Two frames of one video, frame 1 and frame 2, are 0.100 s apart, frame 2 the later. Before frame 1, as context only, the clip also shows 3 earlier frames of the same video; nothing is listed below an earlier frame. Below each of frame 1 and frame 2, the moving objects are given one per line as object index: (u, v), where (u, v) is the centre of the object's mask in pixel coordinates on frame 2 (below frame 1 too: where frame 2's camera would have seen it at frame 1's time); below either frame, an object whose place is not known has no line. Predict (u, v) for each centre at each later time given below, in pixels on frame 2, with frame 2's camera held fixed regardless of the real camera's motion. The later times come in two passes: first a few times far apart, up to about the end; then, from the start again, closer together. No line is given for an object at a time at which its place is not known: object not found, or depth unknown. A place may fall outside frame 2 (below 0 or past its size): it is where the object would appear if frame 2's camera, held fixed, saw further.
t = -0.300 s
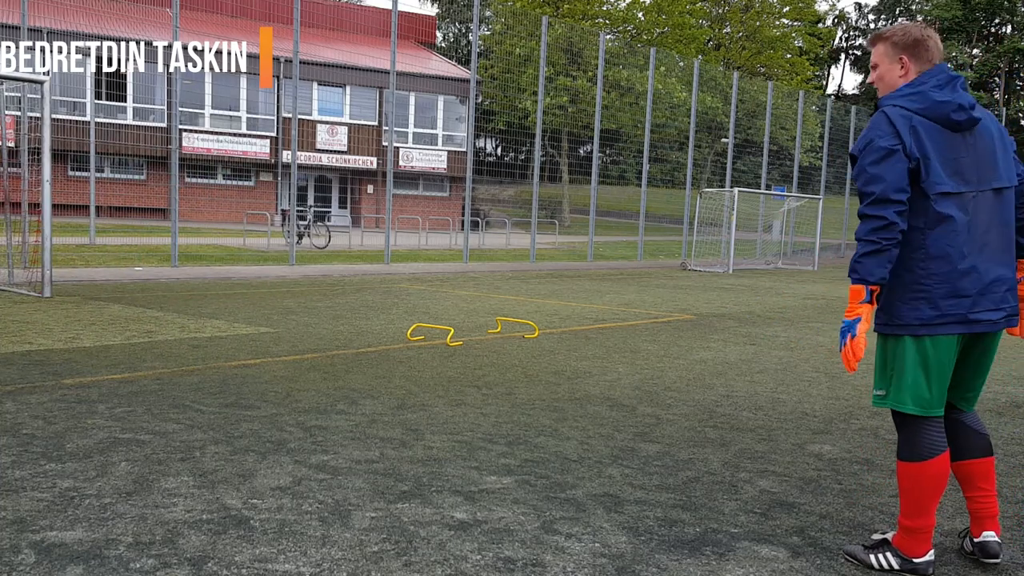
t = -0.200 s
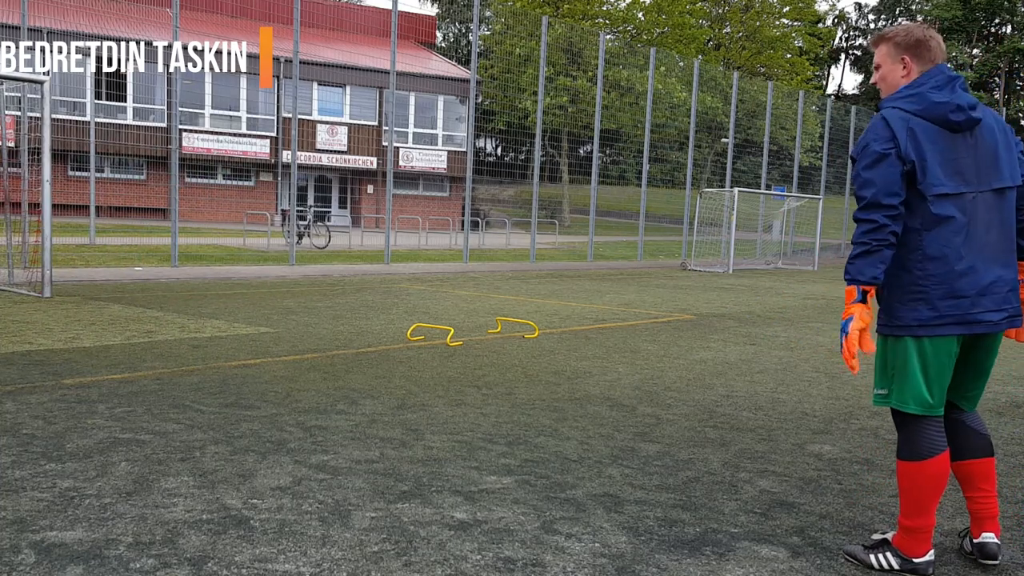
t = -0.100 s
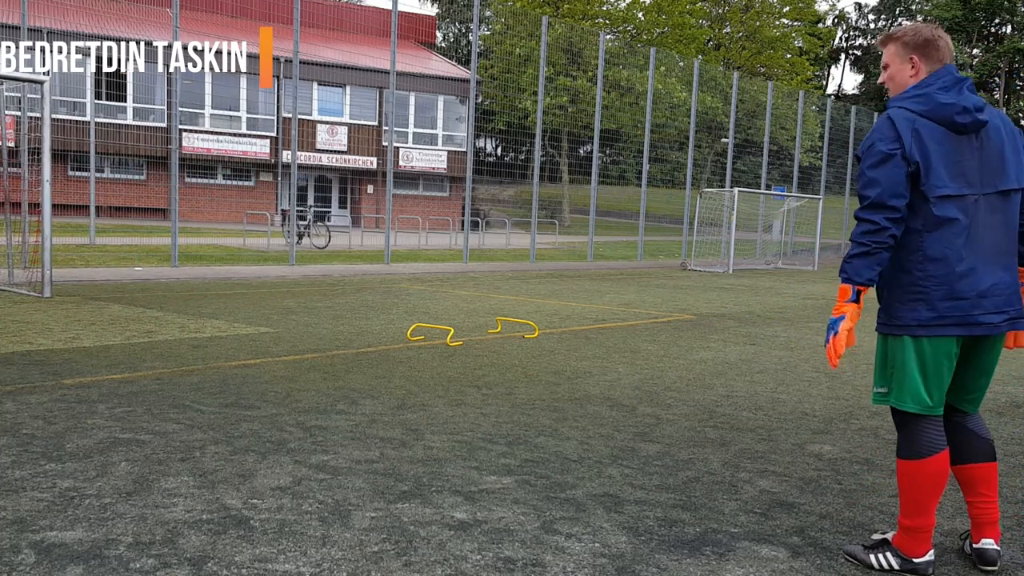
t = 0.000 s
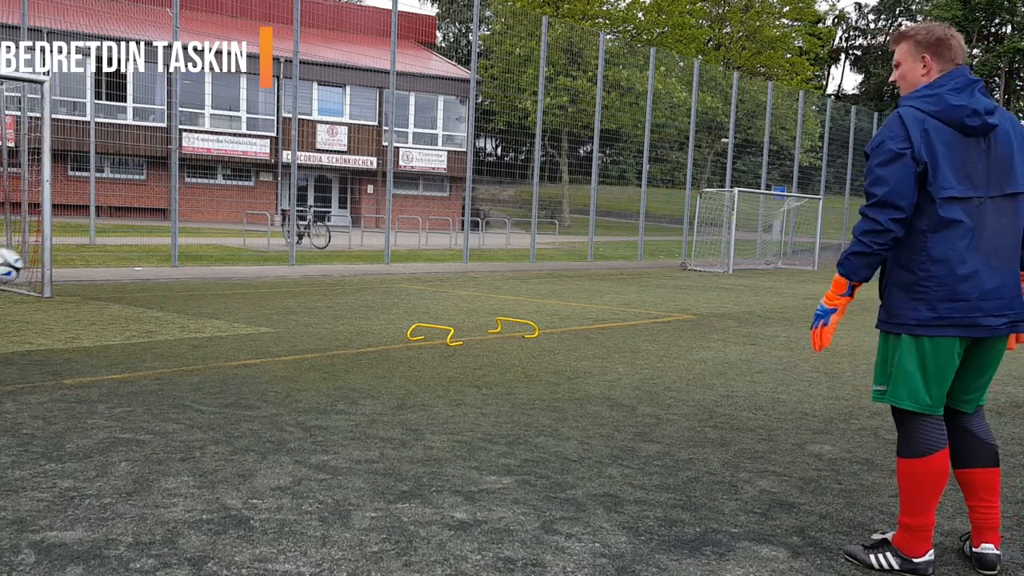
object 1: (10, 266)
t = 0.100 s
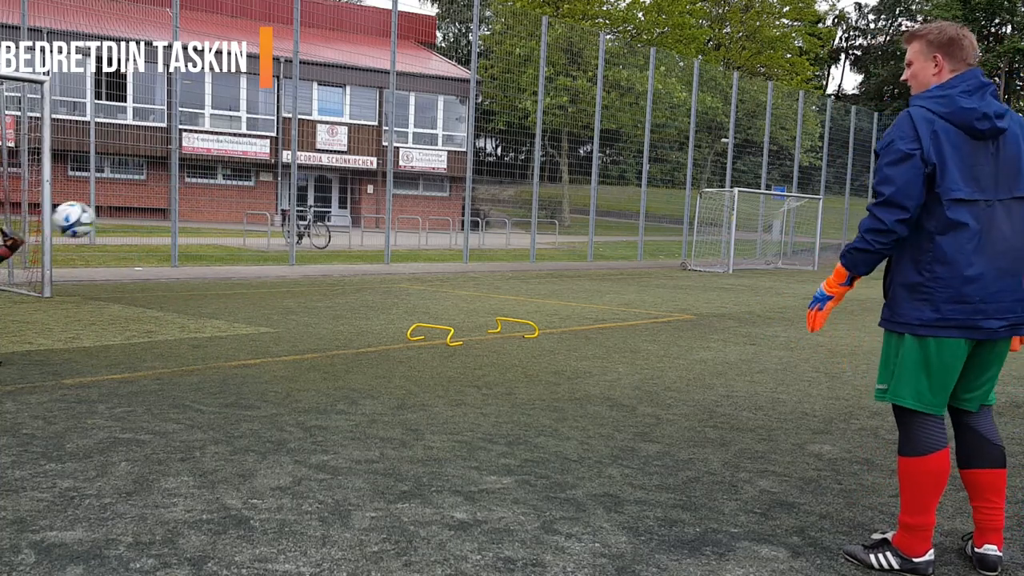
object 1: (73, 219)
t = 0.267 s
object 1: (202, 175)
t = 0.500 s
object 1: (395, 193)
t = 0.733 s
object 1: (603, 320)
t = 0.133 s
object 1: (98, 206)
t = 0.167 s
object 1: (124, 196)
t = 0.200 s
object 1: (150, 188)
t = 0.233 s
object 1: (175, 180)
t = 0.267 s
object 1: (202, 175)
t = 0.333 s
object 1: (256, 170)
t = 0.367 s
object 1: (283, 171)
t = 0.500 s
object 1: (395, 193)
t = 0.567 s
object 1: (453, 217)
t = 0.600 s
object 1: (481, 232)
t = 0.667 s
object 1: (542, 270)
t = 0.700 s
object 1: (572, 293)
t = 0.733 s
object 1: (603, 320)
